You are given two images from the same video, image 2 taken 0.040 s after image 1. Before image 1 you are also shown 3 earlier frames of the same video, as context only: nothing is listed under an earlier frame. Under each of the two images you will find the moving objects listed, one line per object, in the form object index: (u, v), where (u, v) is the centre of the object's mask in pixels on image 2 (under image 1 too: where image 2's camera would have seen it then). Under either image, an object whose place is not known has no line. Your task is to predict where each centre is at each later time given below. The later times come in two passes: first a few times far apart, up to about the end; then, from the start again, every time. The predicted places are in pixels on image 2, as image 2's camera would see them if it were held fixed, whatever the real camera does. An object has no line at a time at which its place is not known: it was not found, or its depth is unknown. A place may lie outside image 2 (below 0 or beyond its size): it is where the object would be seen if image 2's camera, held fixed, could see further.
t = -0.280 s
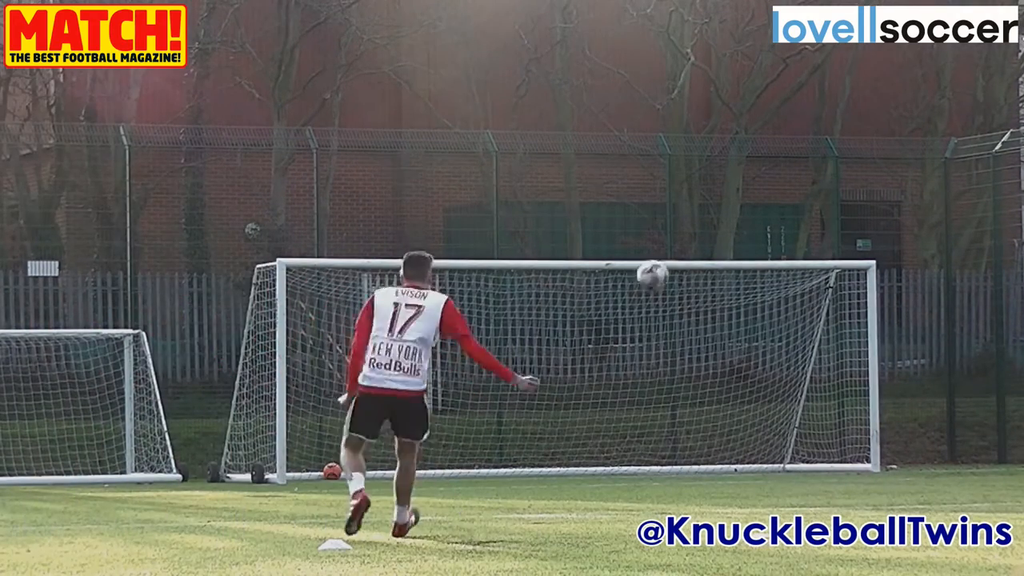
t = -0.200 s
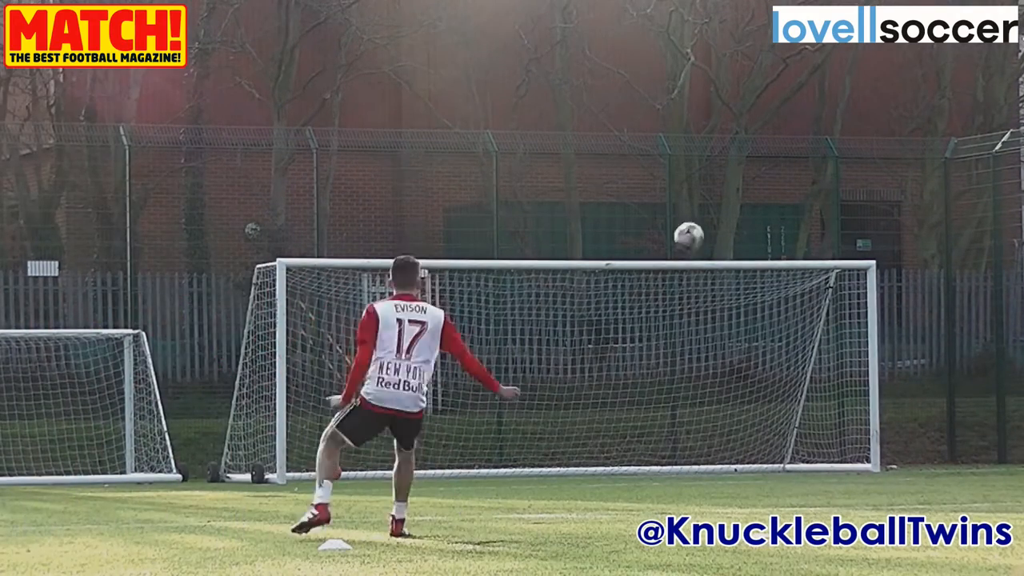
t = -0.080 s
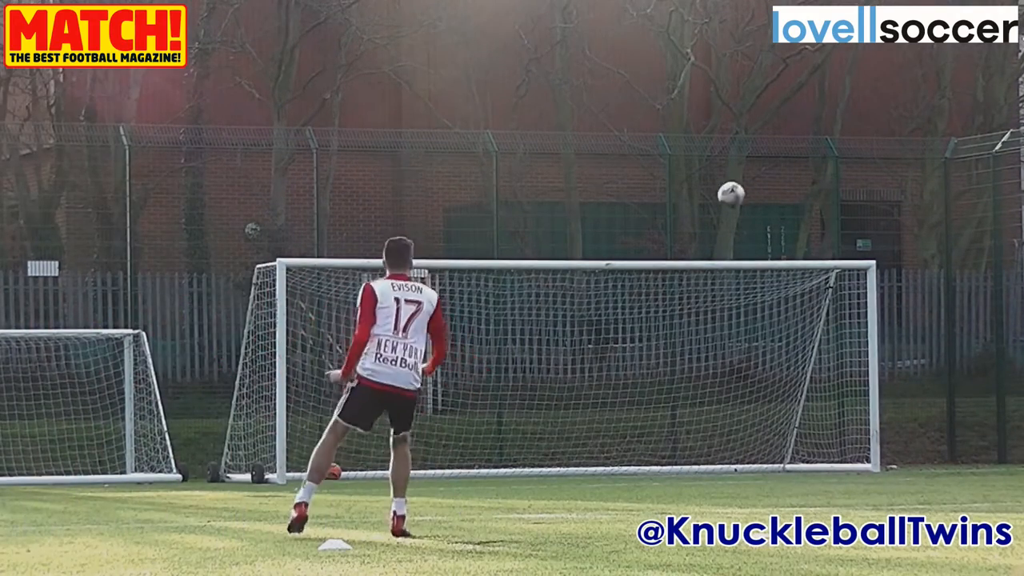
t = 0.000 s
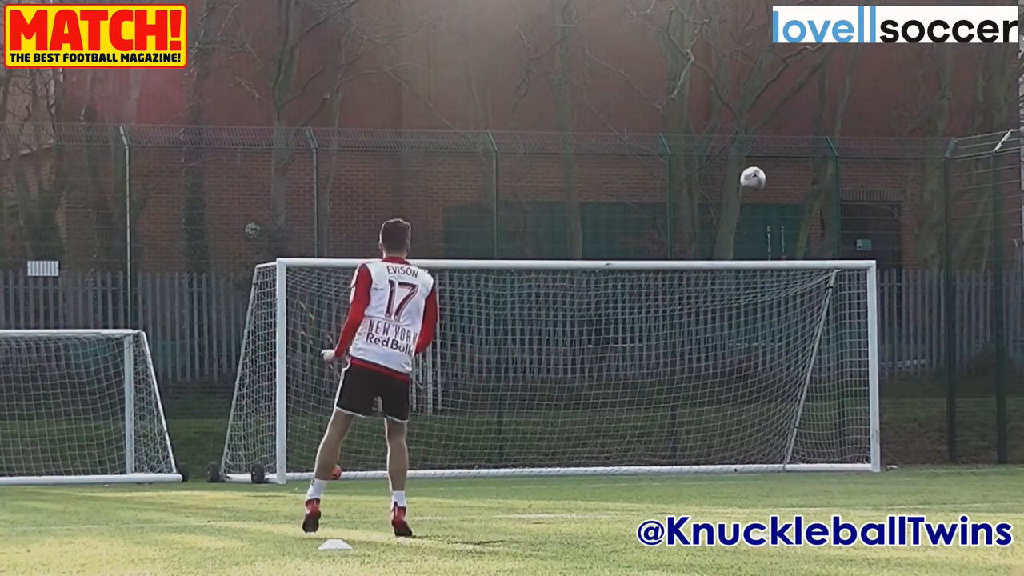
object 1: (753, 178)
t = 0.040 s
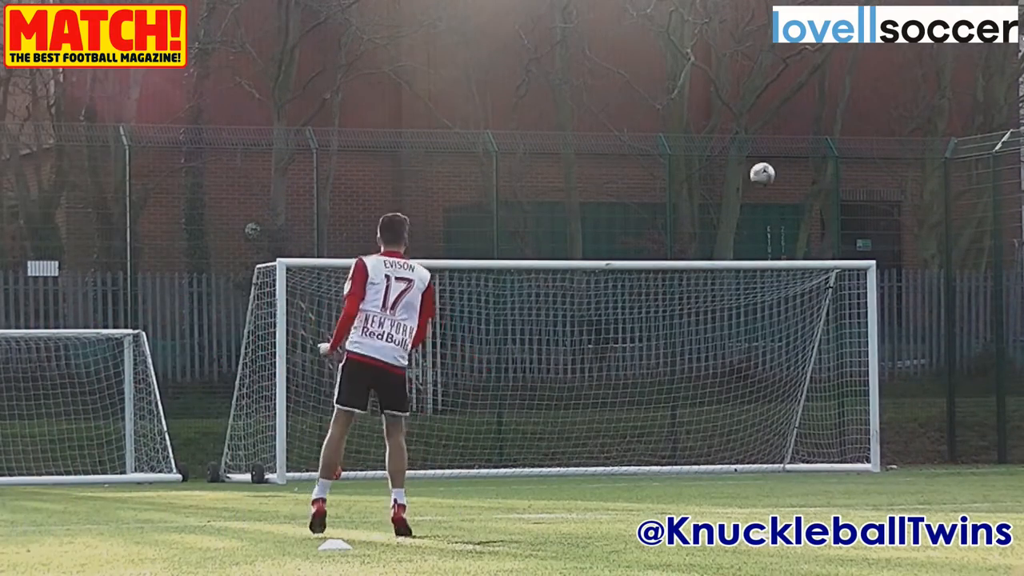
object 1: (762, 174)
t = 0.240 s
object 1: (793, 181)
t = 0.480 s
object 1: (810, 248)
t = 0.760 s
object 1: (813, 399)
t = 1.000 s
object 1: (749, 455)
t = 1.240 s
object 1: (663, 458)
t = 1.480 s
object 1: (583, 463)
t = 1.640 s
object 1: (535, 464)
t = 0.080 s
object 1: (770, 171)
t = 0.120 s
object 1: (778, 170)
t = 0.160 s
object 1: (784, 172)
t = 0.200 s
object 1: (789, 175)
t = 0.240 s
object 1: (793, 181)
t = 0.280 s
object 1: (797, 188)
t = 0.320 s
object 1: (800, 197)
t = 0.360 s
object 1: (803, 208)
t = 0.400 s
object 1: (806, 220)
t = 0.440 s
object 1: (808, 233)
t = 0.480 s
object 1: (810, 248)
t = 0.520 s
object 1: (813, 262)
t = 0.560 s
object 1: (816, 283)
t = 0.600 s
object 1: (819, 310)
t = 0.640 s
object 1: (824, 335)
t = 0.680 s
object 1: (824, 361)
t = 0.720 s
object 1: (820, 380)
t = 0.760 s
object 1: (813, 399)
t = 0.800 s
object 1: (807, 416)
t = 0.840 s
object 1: (800, 435)
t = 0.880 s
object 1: (793, 457)
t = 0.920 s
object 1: (779, 463)
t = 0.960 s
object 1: (764, 458)
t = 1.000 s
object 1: (749, 455)
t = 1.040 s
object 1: (735, 454)
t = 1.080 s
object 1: (721, 449)
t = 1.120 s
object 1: (706, 449)
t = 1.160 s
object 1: (691, 450)
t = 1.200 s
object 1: (678, 455)
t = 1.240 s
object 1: (663, 458)
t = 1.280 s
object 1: (648, 463)
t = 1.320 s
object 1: (634, 466)
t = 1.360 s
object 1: (620, 462)
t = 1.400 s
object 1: (607, 460)
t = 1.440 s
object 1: (595, 461)
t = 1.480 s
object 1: (583, 463)
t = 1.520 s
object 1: (571, 466)
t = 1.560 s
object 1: (559, 466)
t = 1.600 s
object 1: (547, 464)
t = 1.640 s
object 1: (535, 464)
